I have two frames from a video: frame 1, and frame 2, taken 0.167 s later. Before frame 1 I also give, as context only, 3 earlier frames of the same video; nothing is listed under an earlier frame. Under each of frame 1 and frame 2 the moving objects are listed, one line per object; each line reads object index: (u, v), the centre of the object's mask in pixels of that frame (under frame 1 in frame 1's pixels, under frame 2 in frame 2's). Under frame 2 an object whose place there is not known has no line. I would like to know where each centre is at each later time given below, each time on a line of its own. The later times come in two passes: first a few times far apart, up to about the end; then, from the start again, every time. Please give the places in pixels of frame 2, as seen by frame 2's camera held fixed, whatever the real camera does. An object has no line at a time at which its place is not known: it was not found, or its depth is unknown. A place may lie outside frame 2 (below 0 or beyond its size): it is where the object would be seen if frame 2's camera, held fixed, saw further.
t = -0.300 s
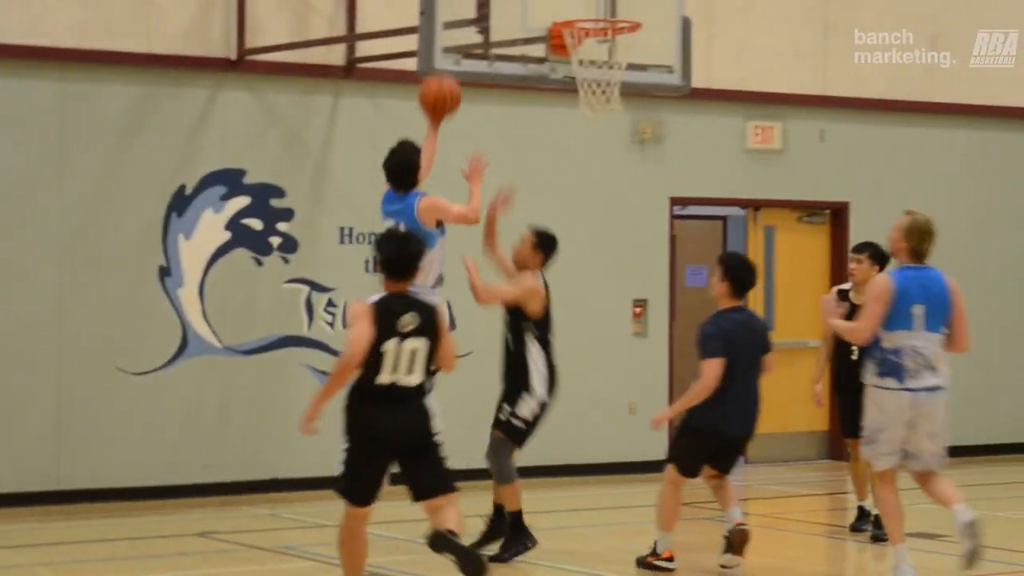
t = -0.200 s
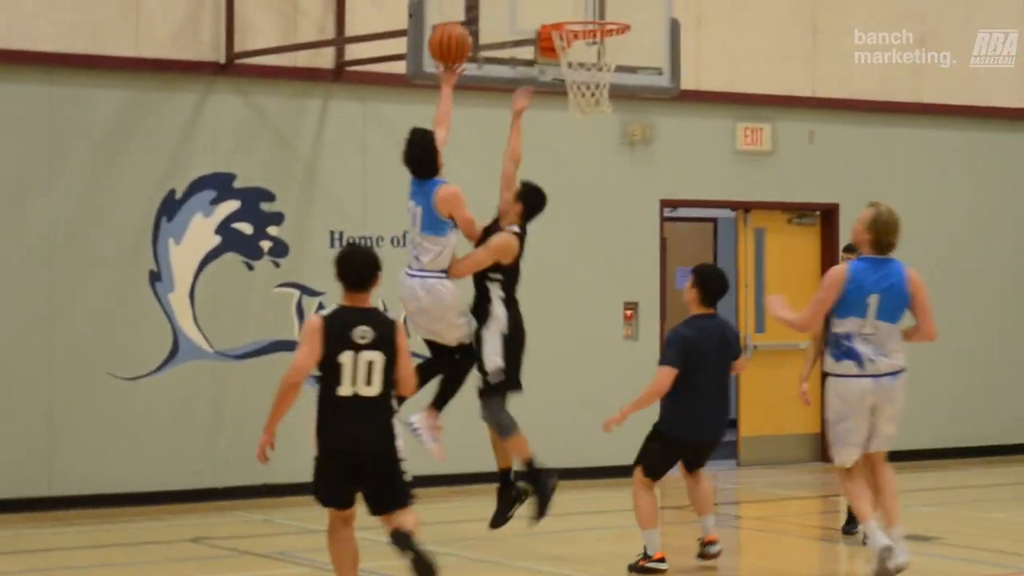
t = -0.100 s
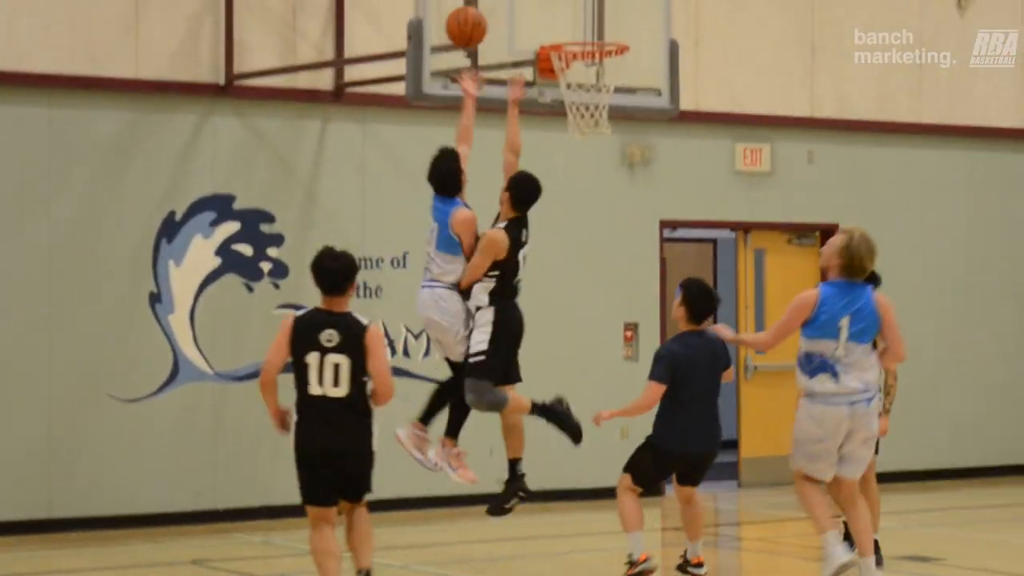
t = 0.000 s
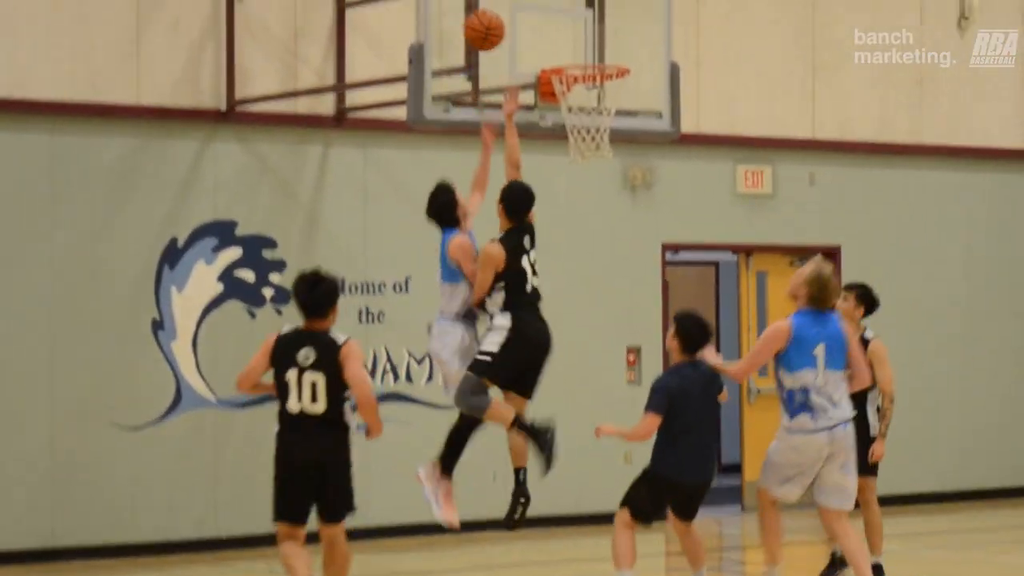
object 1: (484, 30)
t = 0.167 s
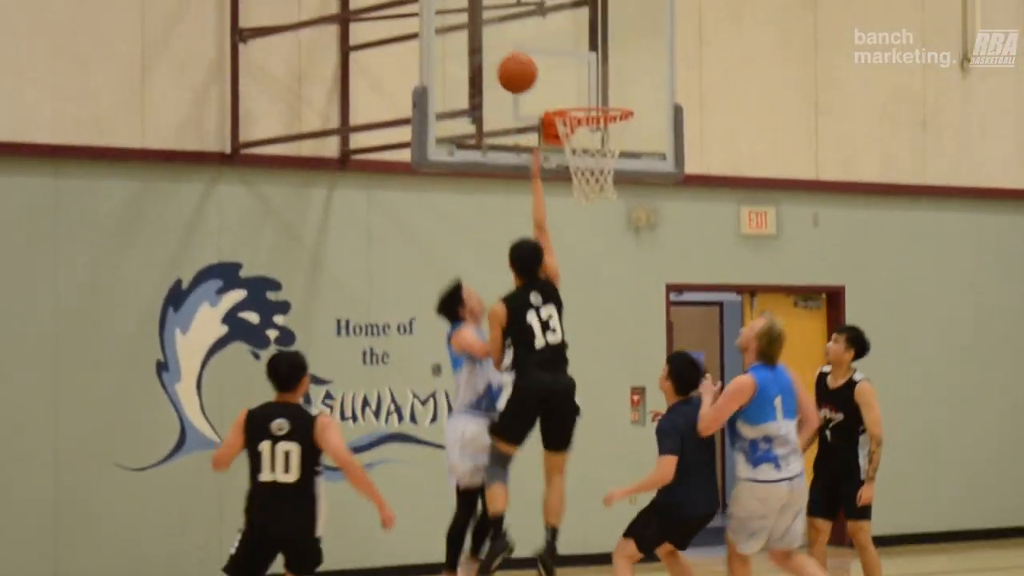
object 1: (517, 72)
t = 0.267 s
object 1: (540, 84)
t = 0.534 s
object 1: (565, 71)
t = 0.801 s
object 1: (585, 153)
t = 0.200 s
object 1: (525, 75)
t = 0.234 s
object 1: (532, 78)
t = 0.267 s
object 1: (540, 84)
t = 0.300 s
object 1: (547, 91)
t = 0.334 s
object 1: (550, 87)
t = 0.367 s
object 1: (552, 80)
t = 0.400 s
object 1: (555, 74)
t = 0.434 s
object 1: (557, 71)
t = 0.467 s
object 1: (560, 69)
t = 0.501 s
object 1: (562, 69)
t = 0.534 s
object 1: (565, 71)
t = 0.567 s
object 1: (567, 75)
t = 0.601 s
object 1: (570, 81)
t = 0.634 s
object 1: (573, 88)
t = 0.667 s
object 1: (575, 94)
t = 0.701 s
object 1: (577, 99)
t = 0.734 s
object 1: (581, 125)
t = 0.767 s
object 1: (583, 136)
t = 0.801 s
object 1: (585, 153)
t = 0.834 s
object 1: (588, 172)
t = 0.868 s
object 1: (591, 189)
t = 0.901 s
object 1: (596, 209)
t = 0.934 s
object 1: (599, 230)
